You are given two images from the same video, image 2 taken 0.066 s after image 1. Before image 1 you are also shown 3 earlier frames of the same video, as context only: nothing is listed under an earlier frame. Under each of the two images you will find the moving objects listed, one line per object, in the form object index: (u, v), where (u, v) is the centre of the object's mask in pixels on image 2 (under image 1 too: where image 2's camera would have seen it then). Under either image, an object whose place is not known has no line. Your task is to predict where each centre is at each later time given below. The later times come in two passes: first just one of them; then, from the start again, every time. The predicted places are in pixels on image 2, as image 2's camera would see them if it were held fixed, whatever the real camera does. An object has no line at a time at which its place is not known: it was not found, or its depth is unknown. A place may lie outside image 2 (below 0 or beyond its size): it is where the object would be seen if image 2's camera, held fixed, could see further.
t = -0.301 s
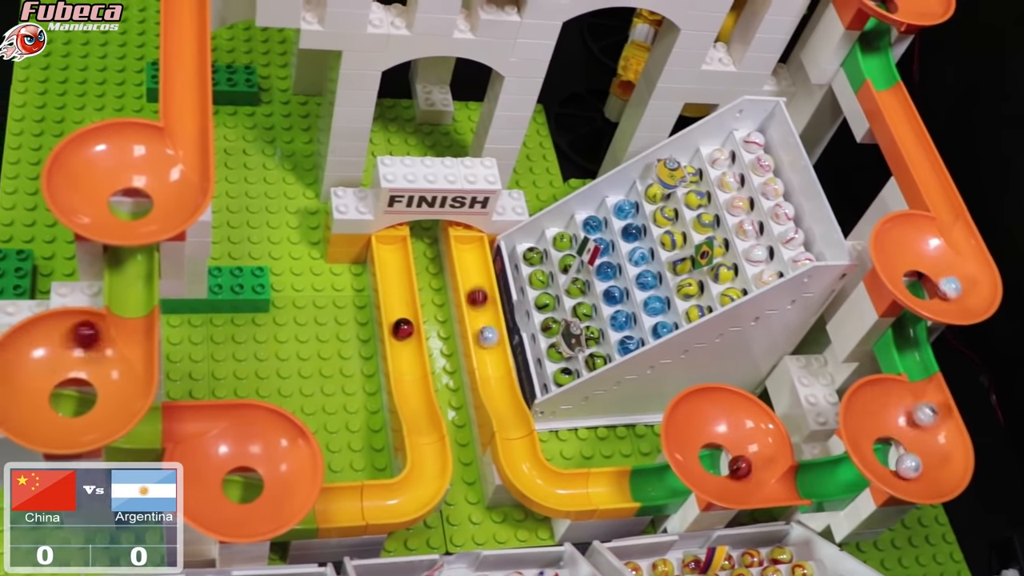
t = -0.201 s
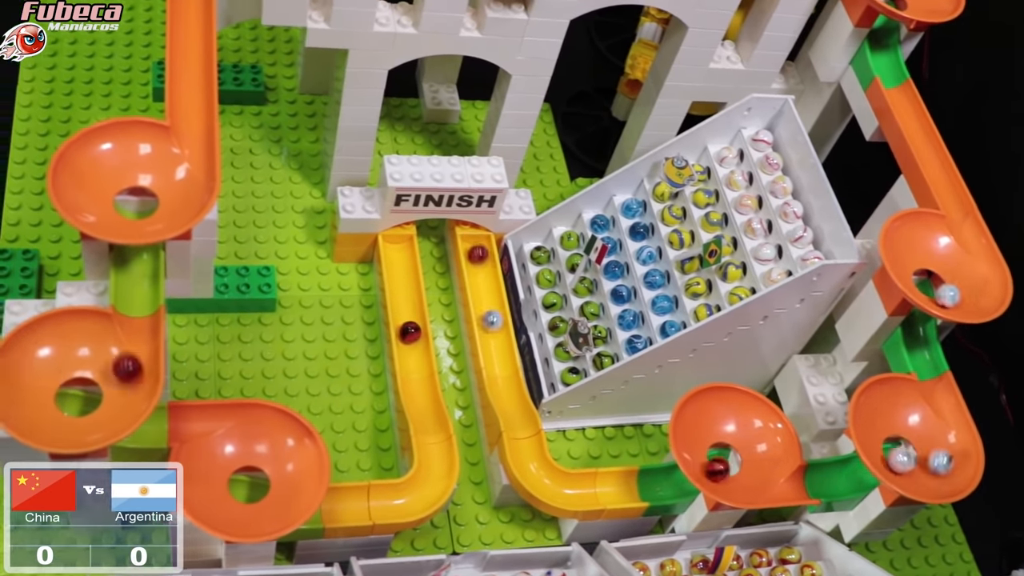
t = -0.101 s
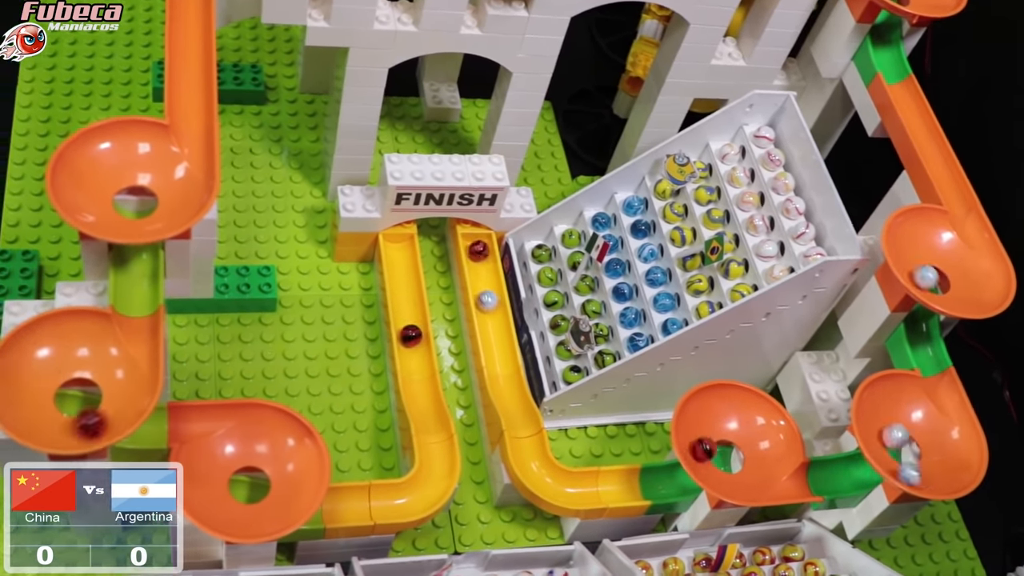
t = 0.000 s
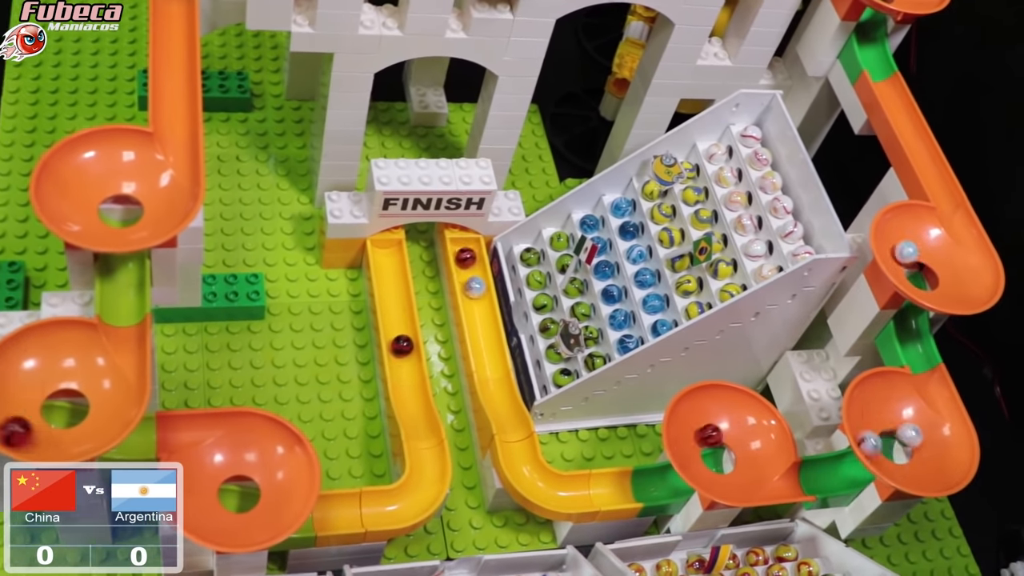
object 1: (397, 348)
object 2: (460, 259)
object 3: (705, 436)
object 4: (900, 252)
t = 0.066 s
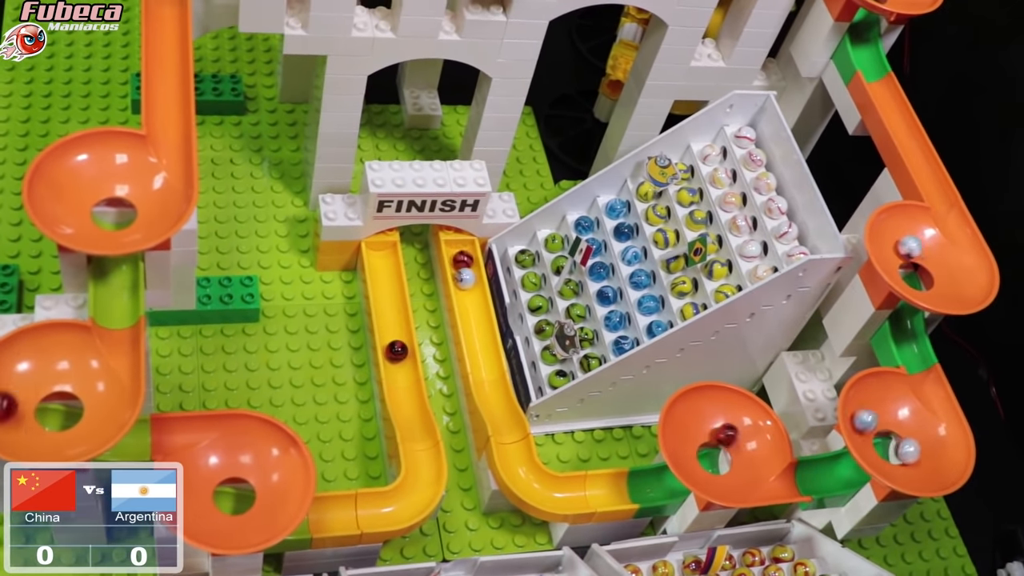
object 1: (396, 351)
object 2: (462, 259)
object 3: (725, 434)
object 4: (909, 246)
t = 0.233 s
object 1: (397, 358)
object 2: (460, 251)
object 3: (741, 462)
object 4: (943, 275)
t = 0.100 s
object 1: (397, 352)
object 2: (462, 256)
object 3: (736, 436)
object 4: (917, 248)
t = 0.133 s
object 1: (397, 354)
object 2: (460, 252)
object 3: (744, 441)
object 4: (926, 253)
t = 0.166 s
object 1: (397, 355)
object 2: (458, 250)
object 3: (746, 449)
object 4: (932, 260)
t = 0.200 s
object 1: (396, 356)
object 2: (458, 251)
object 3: (745, 456)
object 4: (939, 267)
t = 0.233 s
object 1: (397, 358)
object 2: (460, 251)
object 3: (741, 462)
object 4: (943, 275)
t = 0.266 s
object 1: (398, 359)
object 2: (461, 251)
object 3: (733, 467)
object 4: (944, 282)
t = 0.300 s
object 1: (398, 360)
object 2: (459, 252)
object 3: (722, 470)
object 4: (941, 286)
